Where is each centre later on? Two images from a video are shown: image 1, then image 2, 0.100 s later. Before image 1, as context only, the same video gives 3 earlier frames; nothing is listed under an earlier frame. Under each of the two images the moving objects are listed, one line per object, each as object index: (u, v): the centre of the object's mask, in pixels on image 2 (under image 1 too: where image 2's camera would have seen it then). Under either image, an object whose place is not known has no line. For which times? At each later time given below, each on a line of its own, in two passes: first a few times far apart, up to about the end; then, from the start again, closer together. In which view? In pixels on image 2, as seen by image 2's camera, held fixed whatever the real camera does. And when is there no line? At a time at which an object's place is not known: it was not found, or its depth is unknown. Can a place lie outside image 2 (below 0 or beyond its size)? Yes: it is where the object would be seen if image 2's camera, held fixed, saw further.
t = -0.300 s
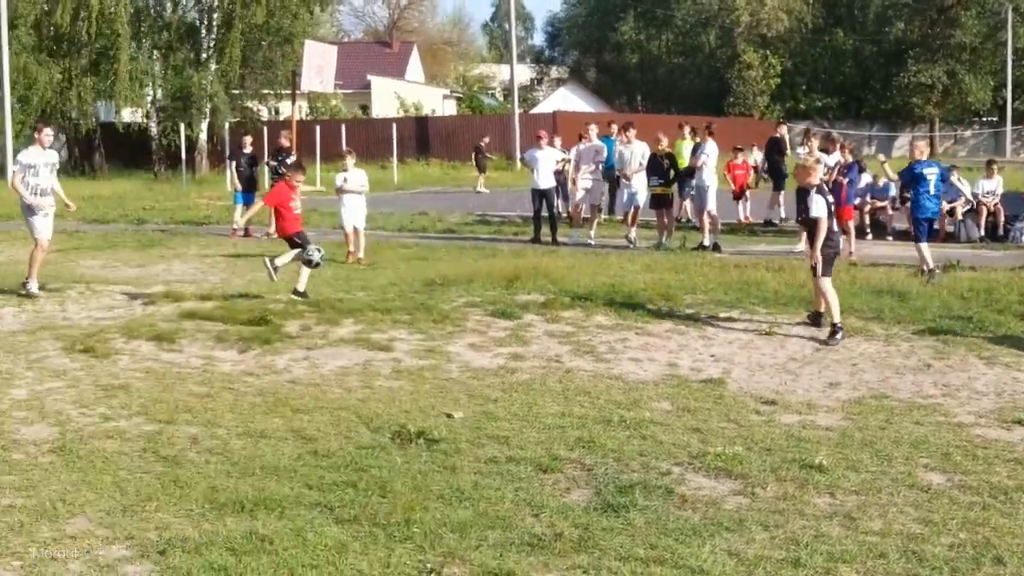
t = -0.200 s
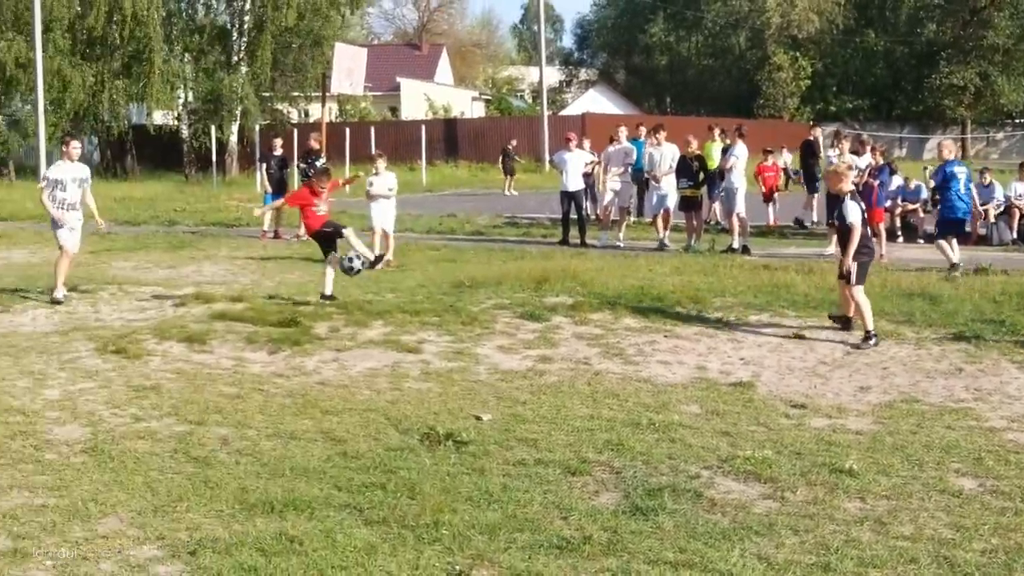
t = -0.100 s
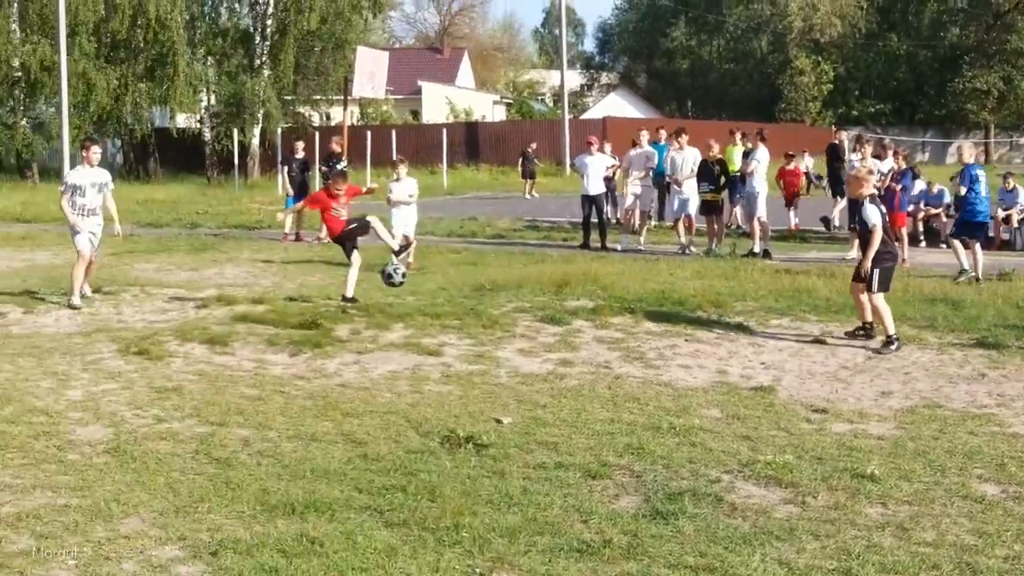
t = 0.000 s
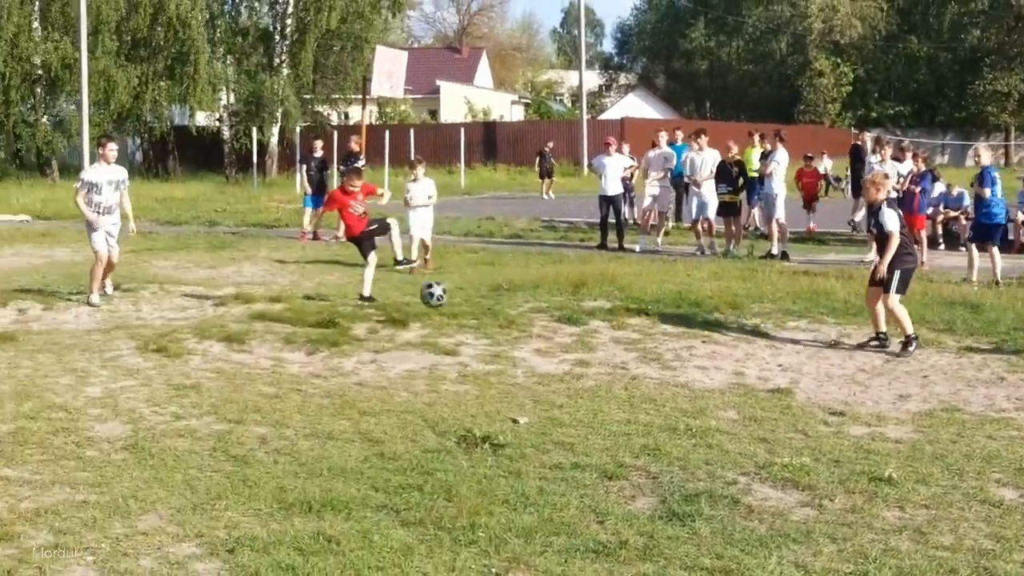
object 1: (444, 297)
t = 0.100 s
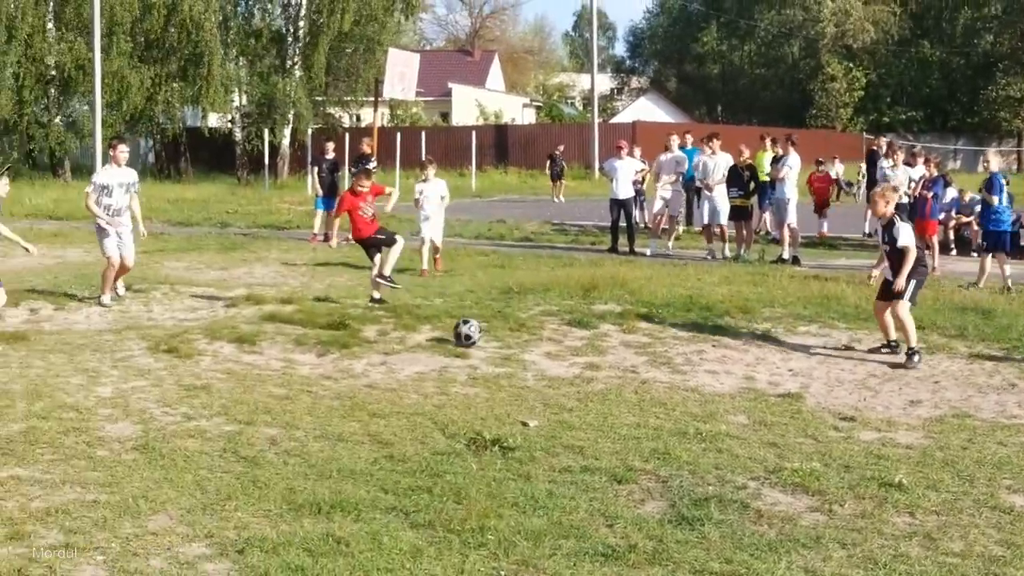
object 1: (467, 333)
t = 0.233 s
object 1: (468, 324)
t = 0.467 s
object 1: (467, 365)
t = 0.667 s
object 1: (468, 382)
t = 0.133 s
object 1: (469, 331)
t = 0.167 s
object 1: (469, 327)
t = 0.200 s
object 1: (469, 326)
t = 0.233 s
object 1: (468, 324)
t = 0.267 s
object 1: (469, 325)
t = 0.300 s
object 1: (469, 328)
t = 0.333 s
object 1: (468, 332)
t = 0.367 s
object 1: (468, 338)
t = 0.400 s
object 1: (469, 344)
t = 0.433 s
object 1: (468, 354)
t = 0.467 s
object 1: (467, 365)
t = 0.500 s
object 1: (466, 369)
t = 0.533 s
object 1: (468, 368)
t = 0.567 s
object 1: (468, 368)
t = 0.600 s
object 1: (468, 370)
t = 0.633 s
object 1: (467, 375)
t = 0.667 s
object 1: (468, 382)
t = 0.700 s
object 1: (468, 391)
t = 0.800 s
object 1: (468, 399)
